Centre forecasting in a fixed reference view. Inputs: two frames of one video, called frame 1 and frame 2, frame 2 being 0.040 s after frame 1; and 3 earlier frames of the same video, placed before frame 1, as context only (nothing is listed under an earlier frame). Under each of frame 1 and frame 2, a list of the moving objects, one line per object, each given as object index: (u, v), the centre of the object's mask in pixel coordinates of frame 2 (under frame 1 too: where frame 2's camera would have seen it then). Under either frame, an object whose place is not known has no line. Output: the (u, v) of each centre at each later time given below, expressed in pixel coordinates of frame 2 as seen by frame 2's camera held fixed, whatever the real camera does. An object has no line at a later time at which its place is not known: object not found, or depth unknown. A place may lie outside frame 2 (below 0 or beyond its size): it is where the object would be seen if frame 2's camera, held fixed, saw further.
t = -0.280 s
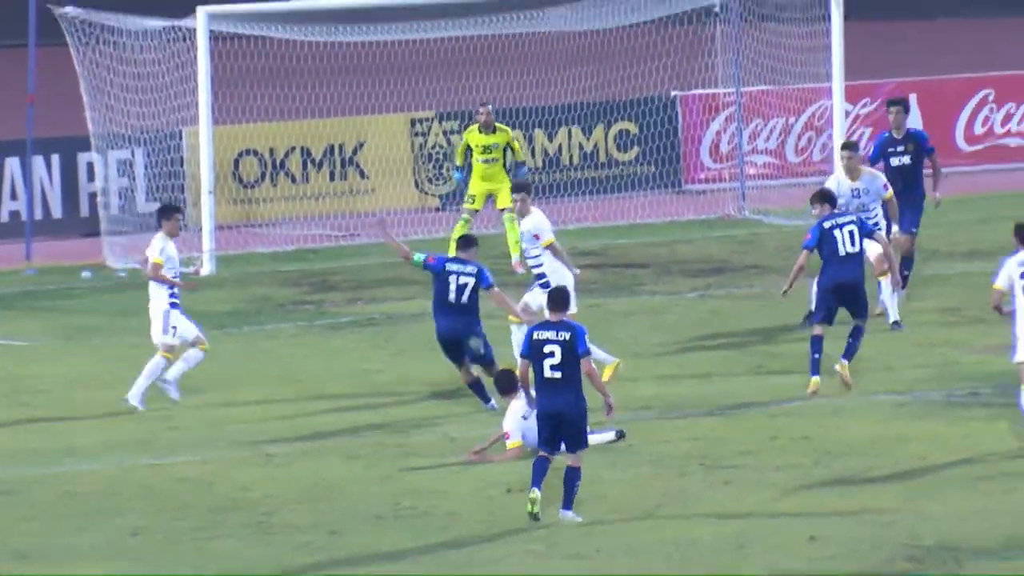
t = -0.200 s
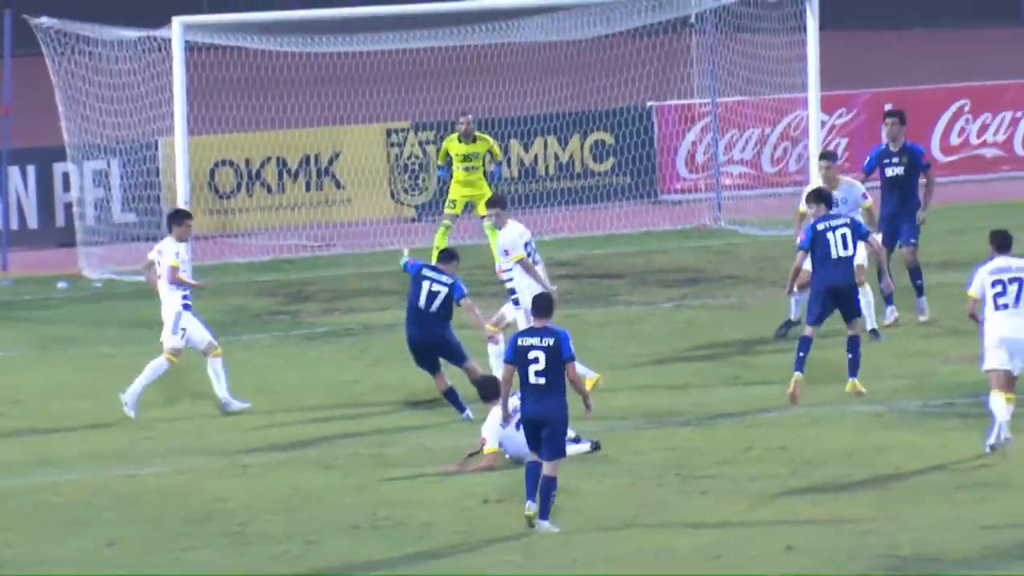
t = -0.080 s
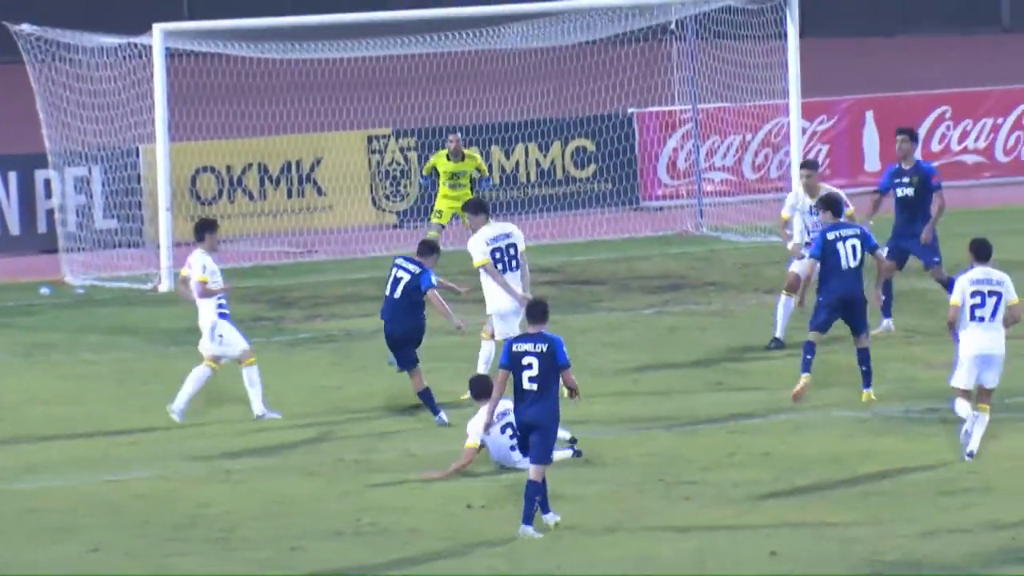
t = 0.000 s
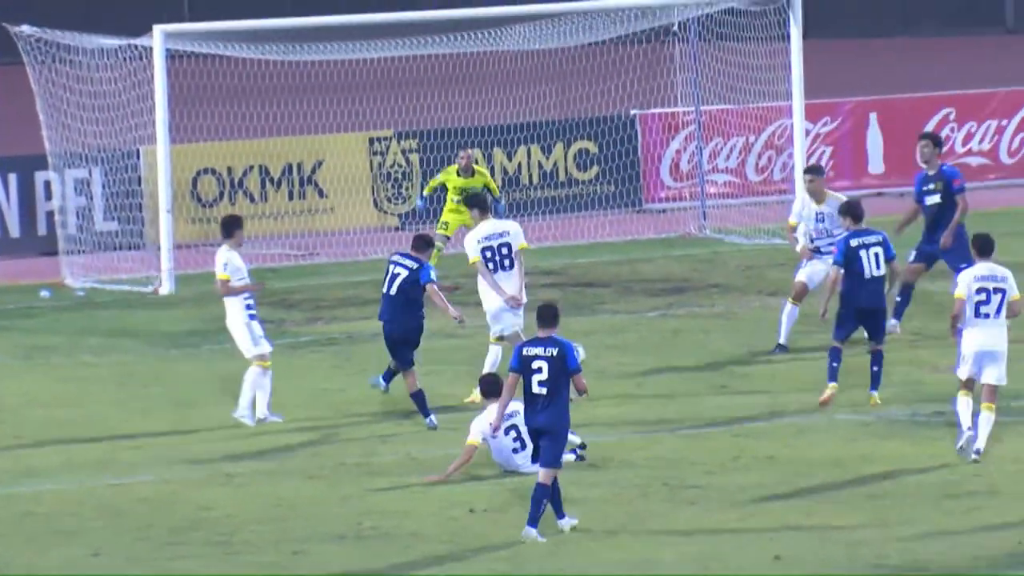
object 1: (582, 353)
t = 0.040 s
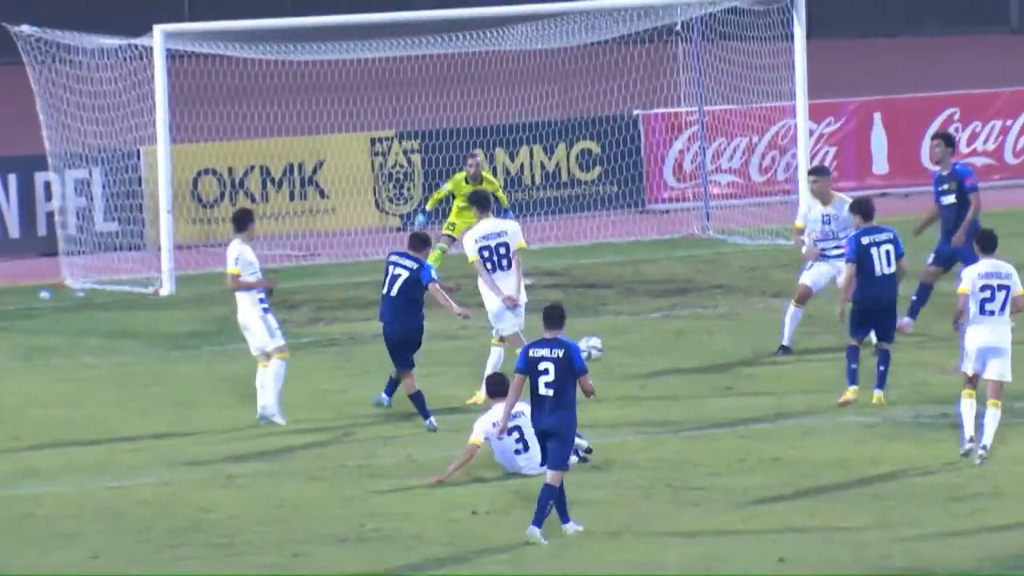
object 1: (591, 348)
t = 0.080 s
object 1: (606, 340)
